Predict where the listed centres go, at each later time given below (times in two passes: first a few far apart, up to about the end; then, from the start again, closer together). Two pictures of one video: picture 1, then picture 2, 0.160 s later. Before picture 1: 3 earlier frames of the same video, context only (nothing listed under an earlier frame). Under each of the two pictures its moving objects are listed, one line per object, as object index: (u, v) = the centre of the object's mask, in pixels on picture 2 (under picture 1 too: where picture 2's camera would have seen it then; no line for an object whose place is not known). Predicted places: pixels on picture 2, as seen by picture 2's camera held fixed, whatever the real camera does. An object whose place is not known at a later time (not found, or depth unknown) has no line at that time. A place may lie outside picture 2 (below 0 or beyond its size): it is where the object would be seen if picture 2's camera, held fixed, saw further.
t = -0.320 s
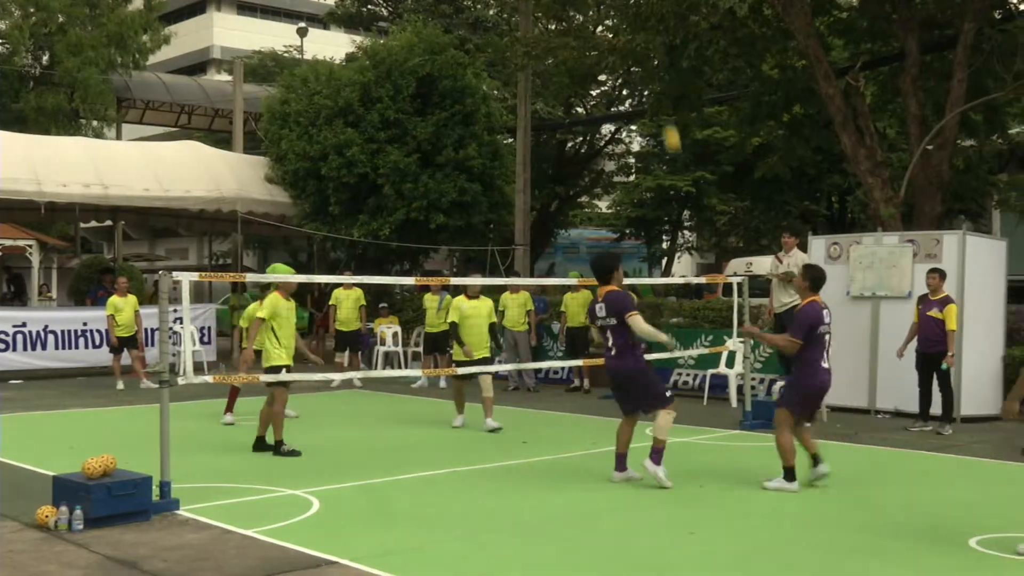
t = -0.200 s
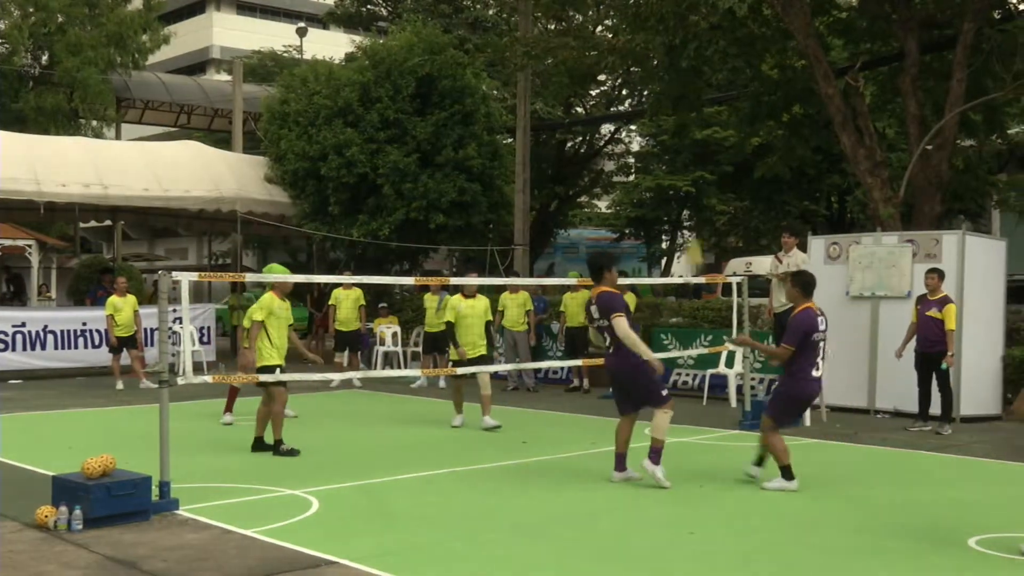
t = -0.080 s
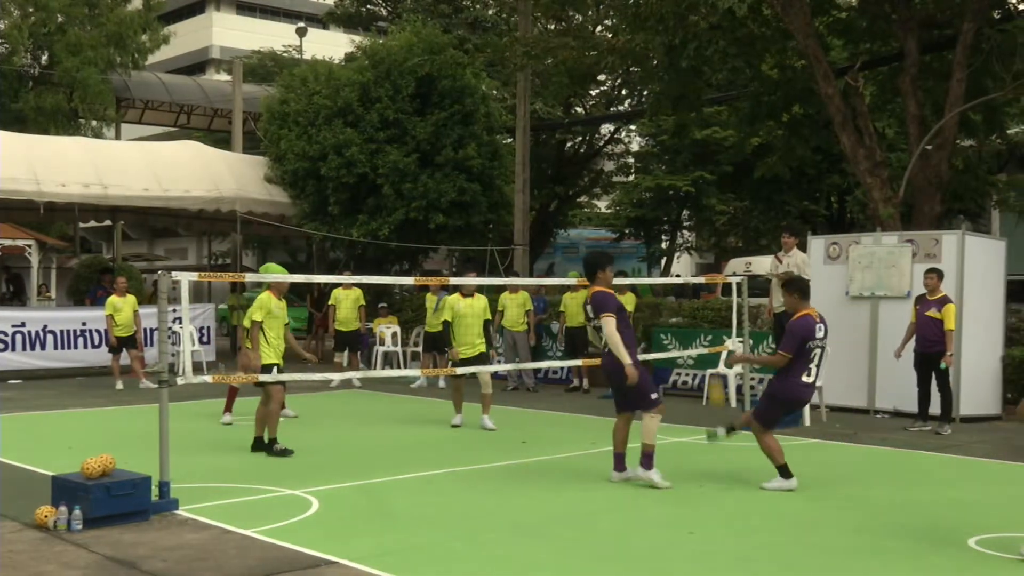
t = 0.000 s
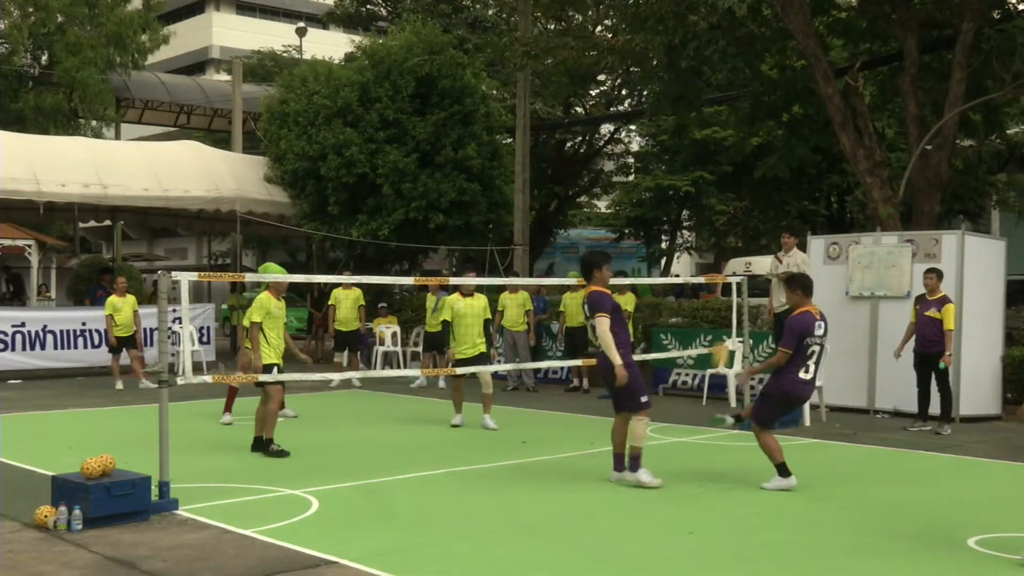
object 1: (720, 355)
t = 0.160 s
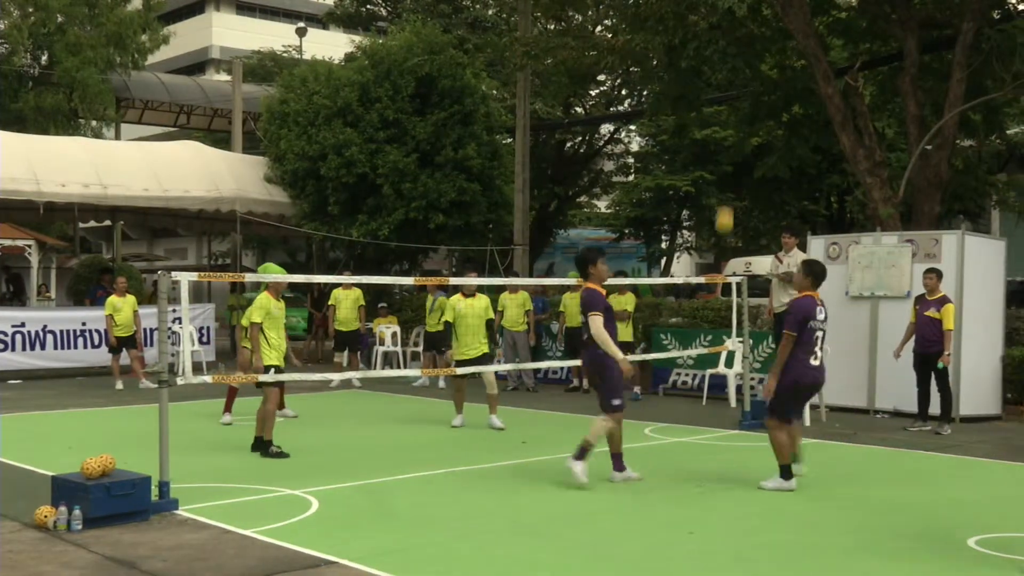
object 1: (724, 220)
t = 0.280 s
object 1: (727, 139)
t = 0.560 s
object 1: (734, 21)
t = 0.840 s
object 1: (743, 10)
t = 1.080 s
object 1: (750, 92)
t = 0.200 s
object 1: (725, 191)
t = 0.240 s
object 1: (726, 165)
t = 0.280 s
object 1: (727, 139)
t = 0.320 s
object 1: (728, 116)
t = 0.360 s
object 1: (729, 95)
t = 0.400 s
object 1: (730, 76)
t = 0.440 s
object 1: (731, 59)
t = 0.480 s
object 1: (732, 44)
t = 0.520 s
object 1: (733, 32)
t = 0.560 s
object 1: (734, 21)
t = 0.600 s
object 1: (736, 13)
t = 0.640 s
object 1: (736, 8)
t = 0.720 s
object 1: (739, 5)
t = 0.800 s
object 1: (741, 7)
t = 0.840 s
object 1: (743, 10)
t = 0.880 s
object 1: (743, 17)
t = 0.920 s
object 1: (745, 27)
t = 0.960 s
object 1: (746, 39)
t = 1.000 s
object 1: (748, 54)
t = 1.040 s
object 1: (749, 72)
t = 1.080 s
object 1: (750, 92)
